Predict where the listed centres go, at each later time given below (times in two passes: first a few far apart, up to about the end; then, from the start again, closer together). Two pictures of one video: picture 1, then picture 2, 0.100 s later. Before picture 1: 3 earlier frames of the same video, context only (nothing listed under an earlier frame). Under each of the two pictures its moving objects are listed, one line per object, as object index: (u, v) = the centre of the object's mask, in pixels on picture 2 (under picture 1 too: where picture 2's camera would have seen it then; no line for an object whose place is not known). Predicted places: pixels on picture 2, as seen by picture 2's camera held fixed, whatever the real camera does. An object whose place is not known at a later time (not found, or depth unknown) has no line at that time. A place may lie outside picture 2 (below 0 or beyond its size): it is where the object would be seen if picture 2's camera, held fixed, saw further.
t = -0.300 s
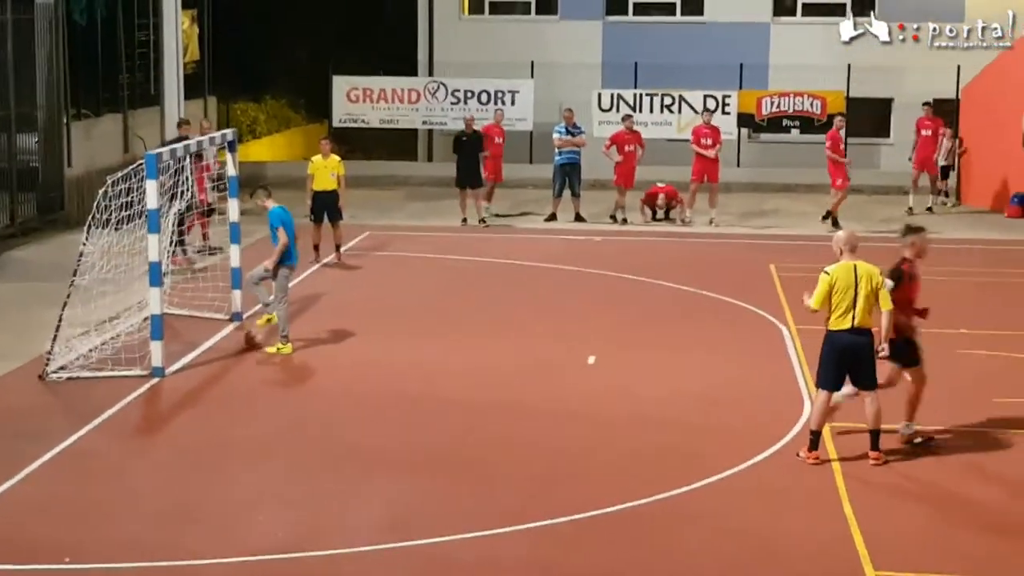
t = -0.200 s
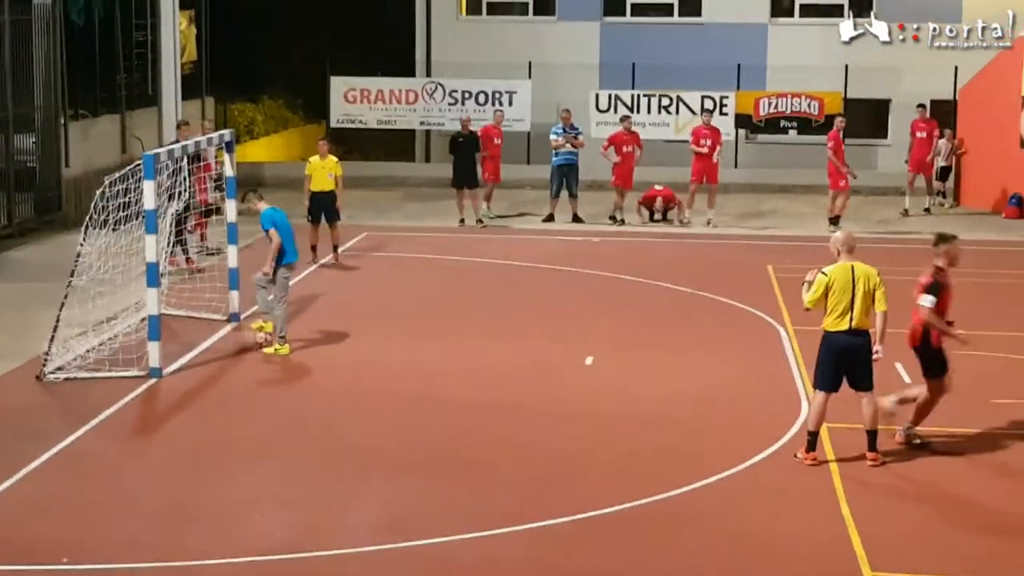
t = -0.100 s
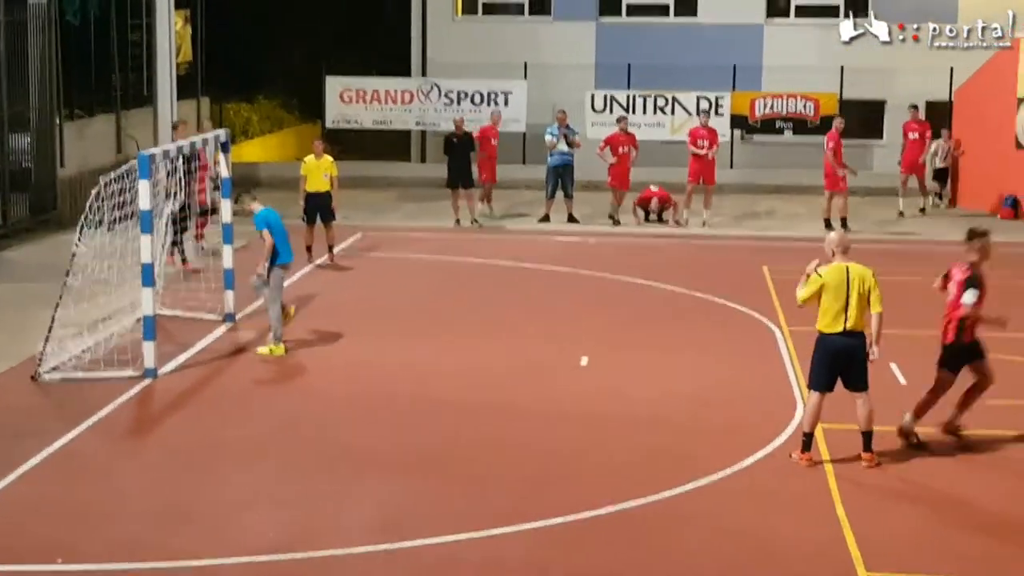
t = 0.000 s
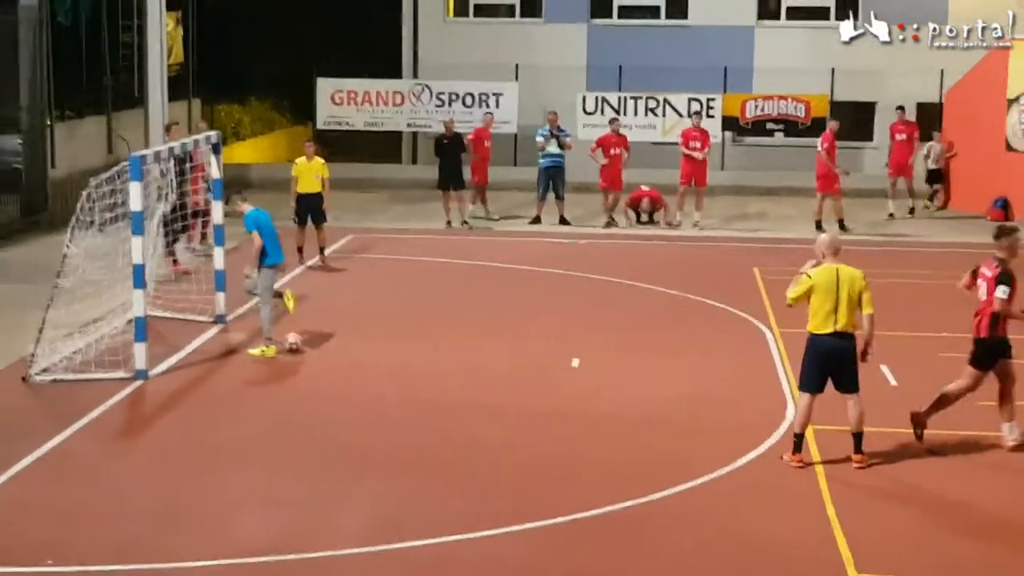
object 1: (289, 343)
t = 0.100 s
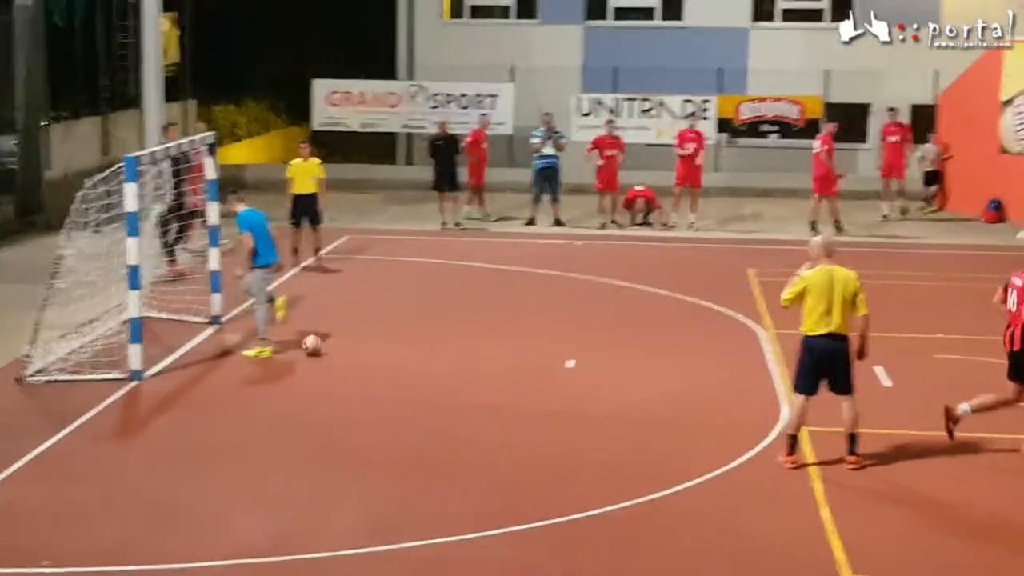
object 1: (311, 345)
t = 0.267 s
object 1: (352, 349)
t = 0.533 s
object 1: (416, 352)
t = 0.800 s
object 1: (478, 357)
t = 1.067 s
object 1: (541, 362)
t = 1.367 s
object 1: (611, 368)
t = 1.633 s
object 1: (672, 373)
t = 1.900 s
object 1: (735, 378)
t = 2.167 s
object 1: (799, 384)
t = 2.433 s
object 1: (861, 389)
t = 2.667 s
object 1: (914, 394)
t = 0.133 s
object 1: (319, 345)
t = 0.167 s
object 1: (328, 346)
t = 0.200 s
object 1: (337, 347)
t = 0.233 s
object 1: (344, 348)
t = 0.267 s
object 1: (352, 349)
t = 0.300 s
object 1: (359, 349)
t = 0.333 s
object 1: (369, 350)
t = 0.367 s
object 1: (376, 349)
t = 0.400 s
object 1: (384, 350)
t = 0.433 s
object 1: (393, 351)
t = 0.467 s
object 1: (401, 350)
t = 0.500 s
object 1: (408, 353)
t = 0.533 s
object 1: (416, 352)
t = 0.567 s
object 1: (423, 353)
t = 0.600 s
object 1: (431, 354)
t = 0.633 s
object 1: (439, 354)
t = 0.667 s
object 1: (447, 355)
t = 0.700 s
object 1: (455, 356)
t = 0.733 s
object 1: (464, 356)
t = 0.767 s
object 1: (472, 357)
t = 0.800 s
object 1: (478, 357)
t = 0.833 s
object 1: (487, 358)
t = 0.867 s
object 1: (494, 358)
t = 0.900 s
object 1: (502, 359)
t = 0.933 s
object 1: (510, 359)
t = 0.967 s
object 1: (518, 359)
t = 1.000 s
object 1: (526, 361)
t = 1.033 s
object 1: (533, 362)
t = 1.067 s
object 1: (541, 362)
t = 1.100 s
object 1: (550, 364)
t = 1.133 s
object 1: (557, 364)
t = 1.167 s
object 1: (565, 365)
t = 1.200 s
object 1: (573, 365)
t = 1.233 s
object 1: (580, 366)
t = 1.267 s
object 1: (588, 366)
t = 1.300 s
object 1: (596, 367)
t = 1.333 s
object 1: (603, 367)
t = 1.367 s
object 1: (611, 368)
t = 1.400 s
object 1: (620, 369)
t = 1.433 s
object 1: (627, 369)
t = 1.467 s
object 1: (634, 370)
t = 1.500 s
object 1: (642, 370)
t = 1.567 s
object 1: (658, 372)
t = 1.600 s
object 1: (665, 372)
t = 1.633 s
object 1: (672, 373)
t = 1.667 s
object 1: (680, 374)
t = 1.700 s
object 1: (688, 374)
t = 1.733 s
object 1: (697, 374)
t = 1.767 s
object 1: (704, 375)
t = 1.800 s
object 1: (712, 376)
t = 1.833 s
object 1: (721, 377)
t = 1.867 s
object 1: (728, 378)
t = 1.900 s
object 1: (735, 378)
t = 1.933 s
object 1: (743, 379)
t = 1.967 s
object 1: (751, 379)
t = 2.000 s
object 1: (760, 380)
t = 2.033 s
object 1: (768, 382)
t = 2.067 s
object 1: (775, 383)
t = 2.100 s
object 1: (784, 383)
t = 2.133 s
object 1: (792, 383)
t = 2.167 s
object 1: (799, 384)
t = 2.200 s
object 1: (806, 384)
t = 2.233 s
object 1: (814, 385)
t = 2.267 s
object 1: (822, 385)
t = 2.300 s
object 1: (830, 386)
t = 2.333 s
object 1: (837, 387)
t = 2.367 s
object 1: (845, 387)
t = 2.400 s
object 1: (853, 388)
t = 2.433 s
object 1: (861, 389)
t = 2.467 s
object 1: (869, 390)
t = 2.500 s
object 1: (876, 390)
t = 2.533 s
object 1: (883, 391)
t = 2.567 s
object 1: (892, 392)
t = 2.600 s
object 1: (899, 392)
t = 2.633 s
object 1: (907, 393)
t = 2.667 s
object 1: (914, 394)
